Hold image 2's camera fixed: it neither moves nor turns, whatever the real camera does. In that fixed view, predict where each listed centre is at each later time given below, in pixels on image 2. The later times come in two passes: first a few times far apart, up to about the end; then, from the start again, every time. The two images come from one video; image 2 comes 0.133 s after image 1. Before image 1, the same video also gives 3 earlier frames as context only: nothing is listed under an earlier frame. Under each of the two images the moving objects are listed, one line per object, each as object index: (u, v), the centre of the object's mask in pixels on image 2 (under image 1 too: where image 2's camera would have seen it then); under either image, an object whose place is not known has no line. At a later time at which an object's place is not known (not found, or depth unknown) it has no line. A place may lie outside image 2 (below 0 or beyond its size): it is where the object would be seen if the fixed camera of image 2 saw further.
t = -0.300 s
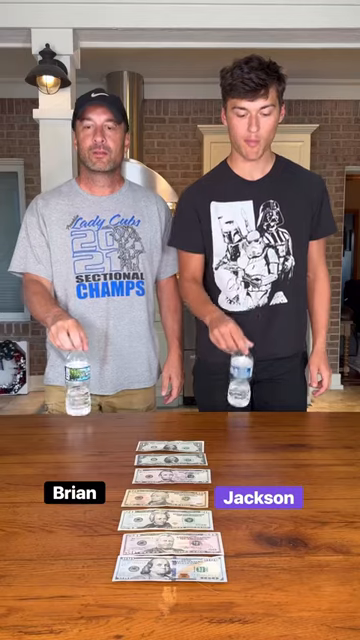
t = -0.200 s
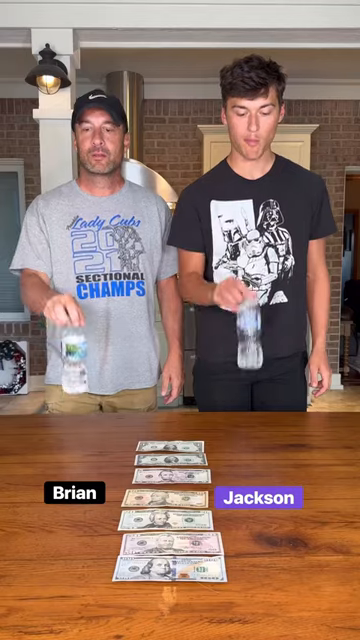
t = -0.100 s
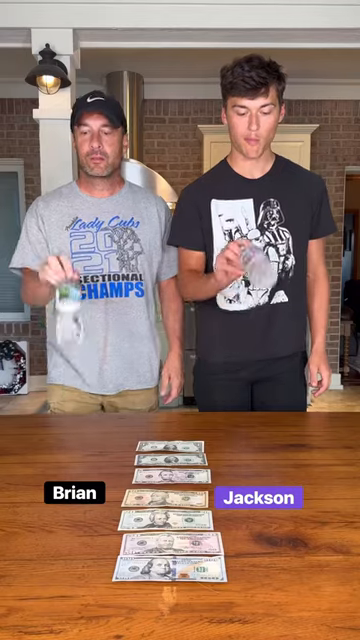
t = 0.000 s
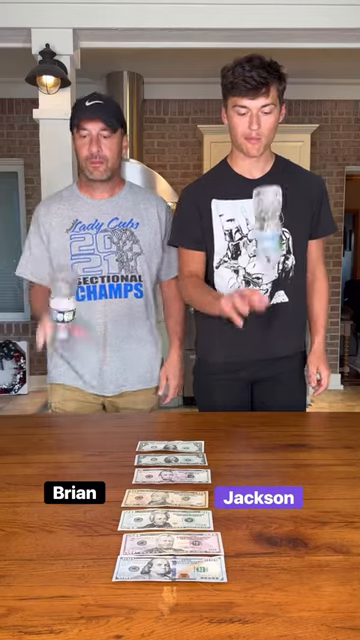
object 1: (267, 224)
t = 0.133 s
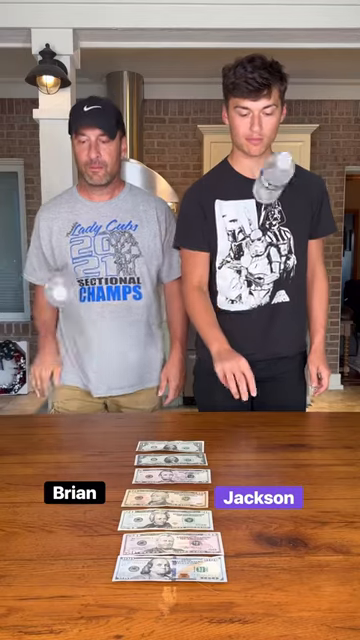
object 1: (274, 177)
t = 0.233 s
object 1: (278, 196)
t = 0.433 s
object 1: (275, 395)
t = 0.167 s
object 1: (278, 173)
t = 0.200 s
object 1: (279, 182)
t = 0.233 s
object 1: (278, 196)
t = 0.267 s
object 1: (279, 214)
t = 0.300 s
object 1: (279, 239)
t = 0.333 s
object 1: (277, 273)
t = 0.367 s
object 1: (277, 306)
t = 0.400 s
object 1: (275, 345)
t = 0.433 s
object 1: (275, 395)
